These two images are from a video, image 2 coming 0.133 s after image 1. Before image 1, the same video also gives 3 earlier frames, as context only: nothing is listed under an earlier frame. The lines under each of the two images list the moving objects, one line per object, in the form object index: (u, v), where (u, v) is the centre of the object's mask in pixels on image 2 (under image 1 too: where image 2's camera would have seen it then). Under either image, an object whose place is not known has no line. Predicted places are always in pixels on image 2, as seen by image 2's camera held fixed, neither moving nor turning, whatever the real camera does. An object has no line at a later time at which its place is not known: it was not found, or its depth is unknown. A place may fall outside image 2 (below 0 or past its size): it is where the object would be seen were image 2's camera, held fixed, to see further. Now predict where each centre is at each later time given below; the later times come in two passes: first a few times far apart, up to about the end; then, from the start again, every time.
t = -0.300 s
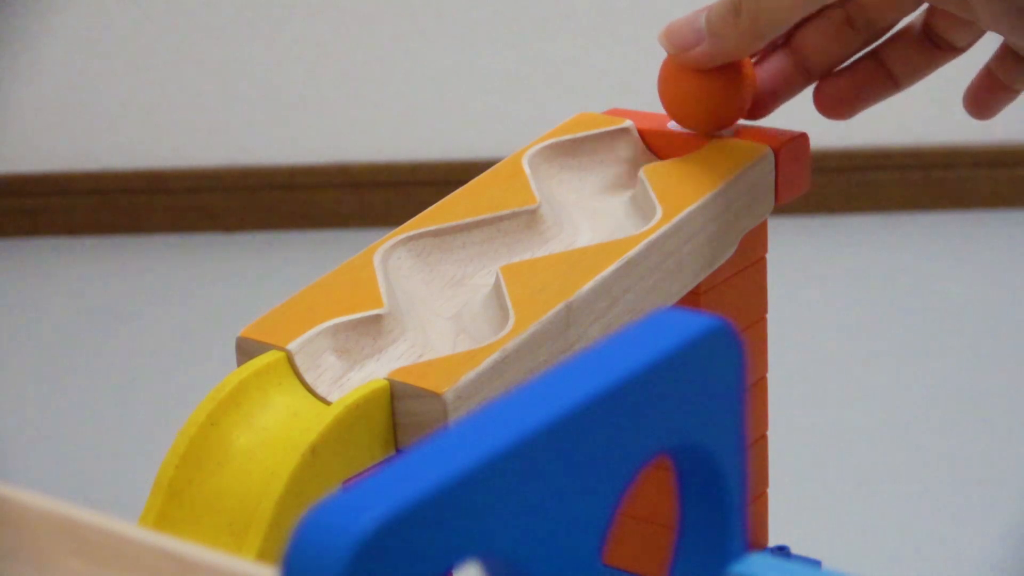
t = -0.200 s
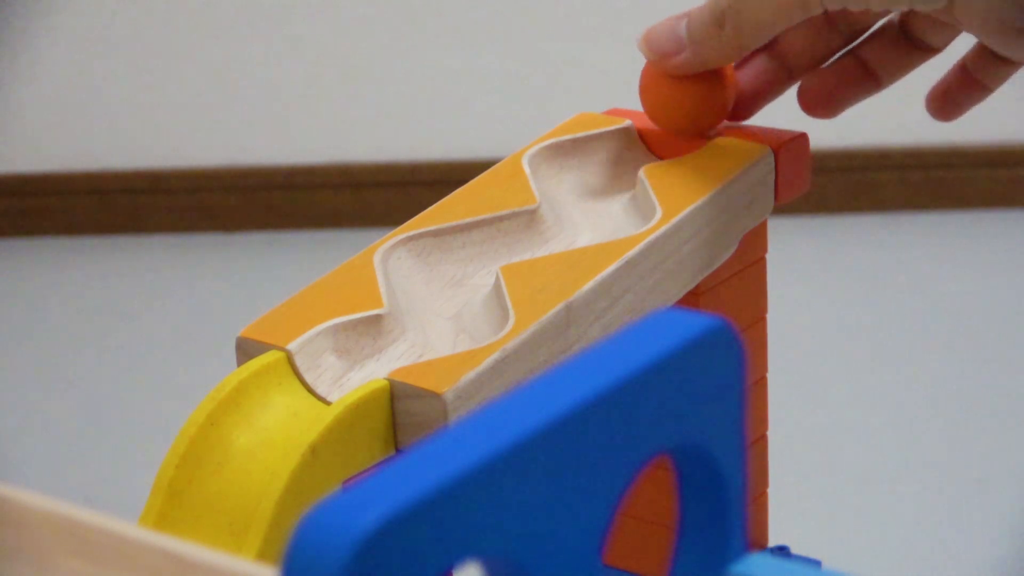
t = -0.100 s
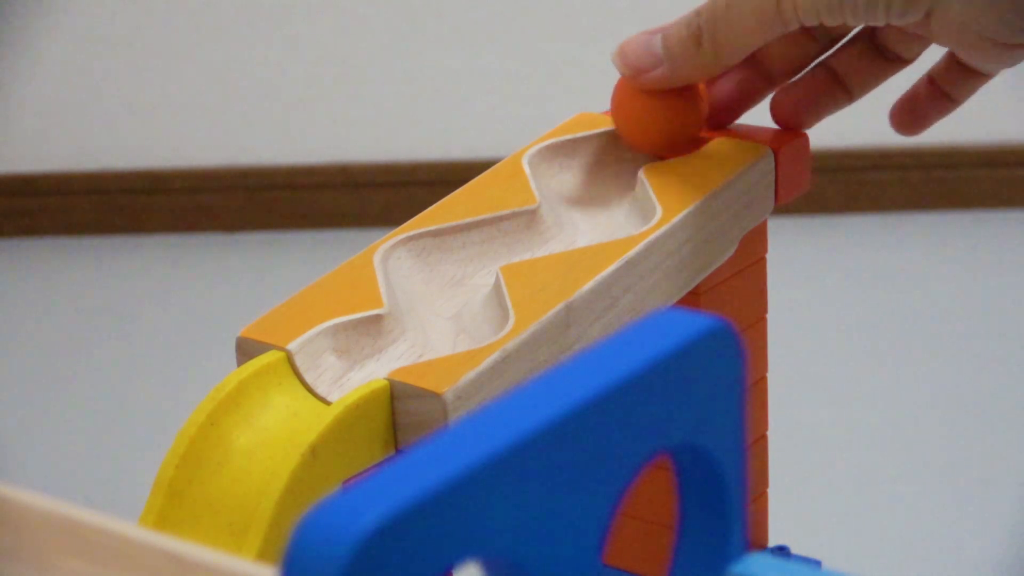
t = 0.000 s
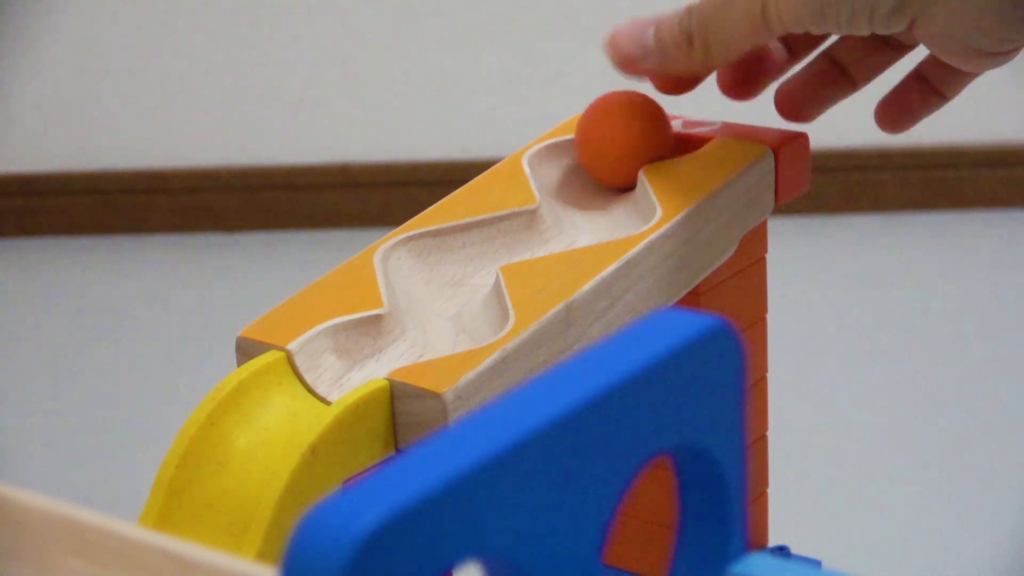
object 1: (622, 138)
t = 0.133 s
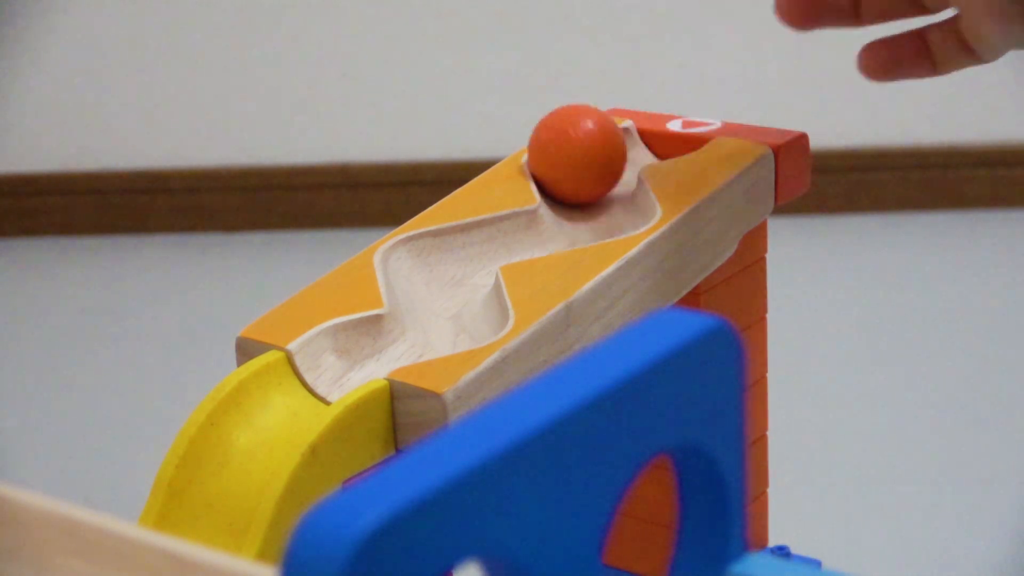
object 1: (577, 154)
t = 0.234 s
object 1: (583, 168)
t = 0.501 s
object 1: (560, 209)
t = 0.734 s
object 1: (442, 245)
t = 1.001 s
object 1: (447, 307)
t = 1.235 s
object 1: (357, 335)
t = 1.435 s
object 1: (243, 420)
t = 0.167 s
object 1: (587, 159)
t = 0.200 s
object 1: (586, 163)
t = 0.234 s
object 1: (583, 168)
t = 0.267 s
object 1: (587, 174)
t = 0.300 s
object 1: (592, 181)
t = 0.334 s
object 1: (595, 189)
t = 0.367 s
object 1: (599, 197)
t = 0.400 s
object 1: (599, 199)
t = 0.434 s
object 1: (587, 202)
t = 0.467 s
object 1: (570, 206)
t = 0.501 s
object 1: (560, 209)
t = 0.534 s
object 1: (549, 213)
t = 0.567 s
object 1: (536, 216)
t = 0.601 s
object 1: (521, 220)
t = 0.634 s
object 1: (503, 225)
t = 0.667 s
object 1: (484, 231)
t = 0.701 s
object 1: (464, 237)
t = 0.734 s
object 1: (442, 245)
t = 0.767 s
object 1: (430, 245)
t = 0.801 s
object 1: (436, 255)
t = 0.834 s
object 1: (442, 261)
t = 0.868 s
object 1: (439, 271)
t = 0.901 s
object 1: (441, 280)
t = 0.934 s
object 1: (444, 291)
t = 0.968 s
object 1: (447, 302)
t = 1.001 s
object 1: (447, 307)
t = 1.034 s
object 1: (433, 307)
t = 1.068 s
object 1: (415, 315)
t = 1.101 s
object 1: (408, 318)
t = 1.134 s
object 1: (400, 322)
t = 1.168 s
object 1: (388, 325)
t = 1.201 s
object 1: (374, 329)
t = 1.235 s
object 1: (357, 335)
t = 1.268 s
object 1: (343, 341)
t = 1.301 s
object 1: (327, 351)
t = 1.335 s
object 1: (307, 361)
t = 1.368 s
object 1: (291, 373)
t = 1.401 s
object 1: (270, 391)
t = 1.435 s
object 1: (243, 420)
